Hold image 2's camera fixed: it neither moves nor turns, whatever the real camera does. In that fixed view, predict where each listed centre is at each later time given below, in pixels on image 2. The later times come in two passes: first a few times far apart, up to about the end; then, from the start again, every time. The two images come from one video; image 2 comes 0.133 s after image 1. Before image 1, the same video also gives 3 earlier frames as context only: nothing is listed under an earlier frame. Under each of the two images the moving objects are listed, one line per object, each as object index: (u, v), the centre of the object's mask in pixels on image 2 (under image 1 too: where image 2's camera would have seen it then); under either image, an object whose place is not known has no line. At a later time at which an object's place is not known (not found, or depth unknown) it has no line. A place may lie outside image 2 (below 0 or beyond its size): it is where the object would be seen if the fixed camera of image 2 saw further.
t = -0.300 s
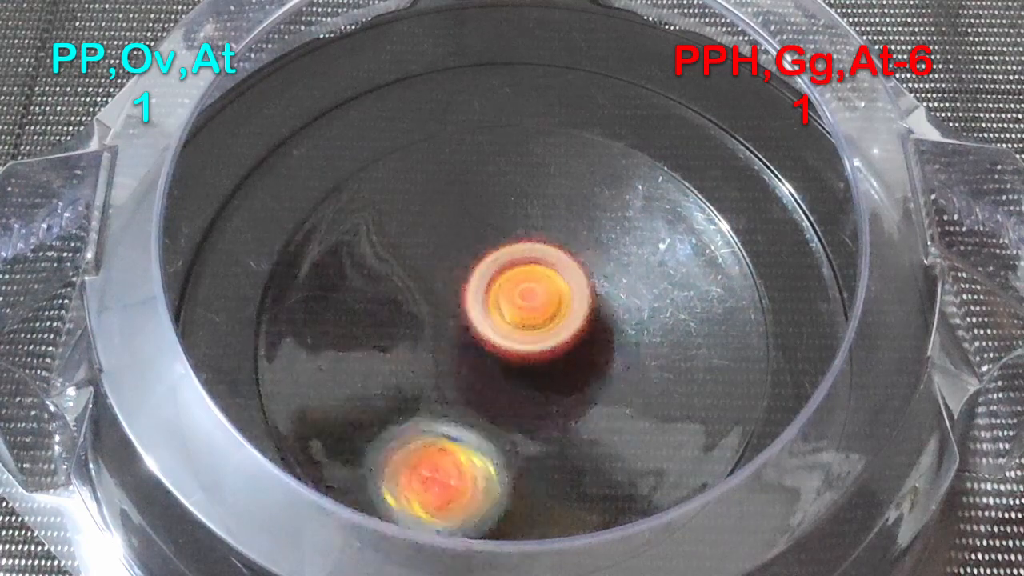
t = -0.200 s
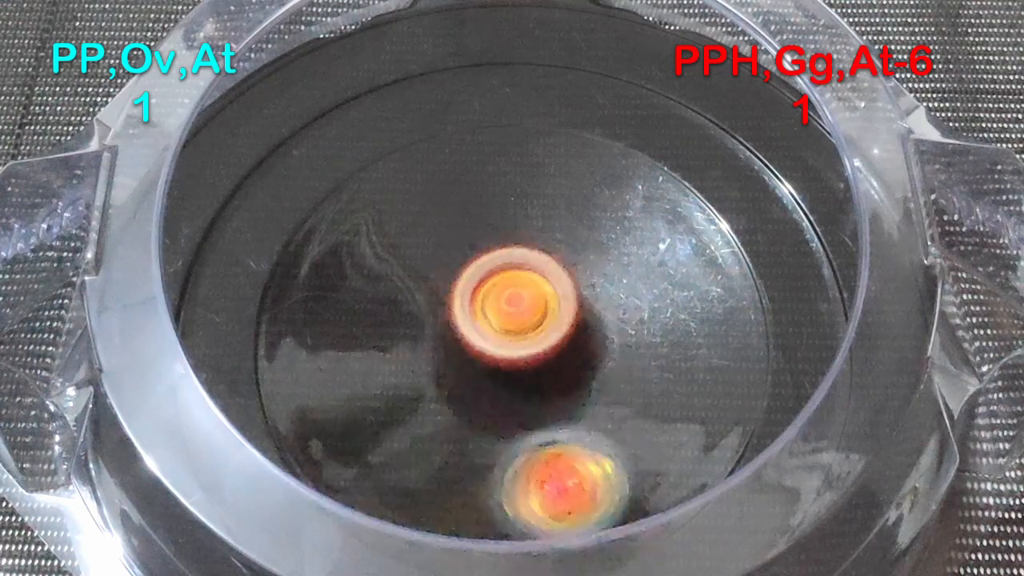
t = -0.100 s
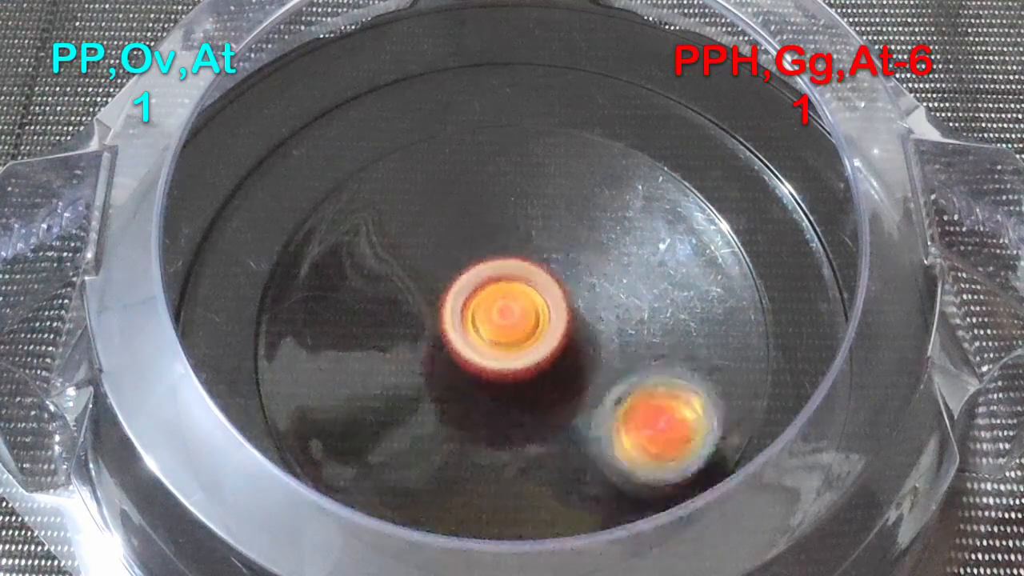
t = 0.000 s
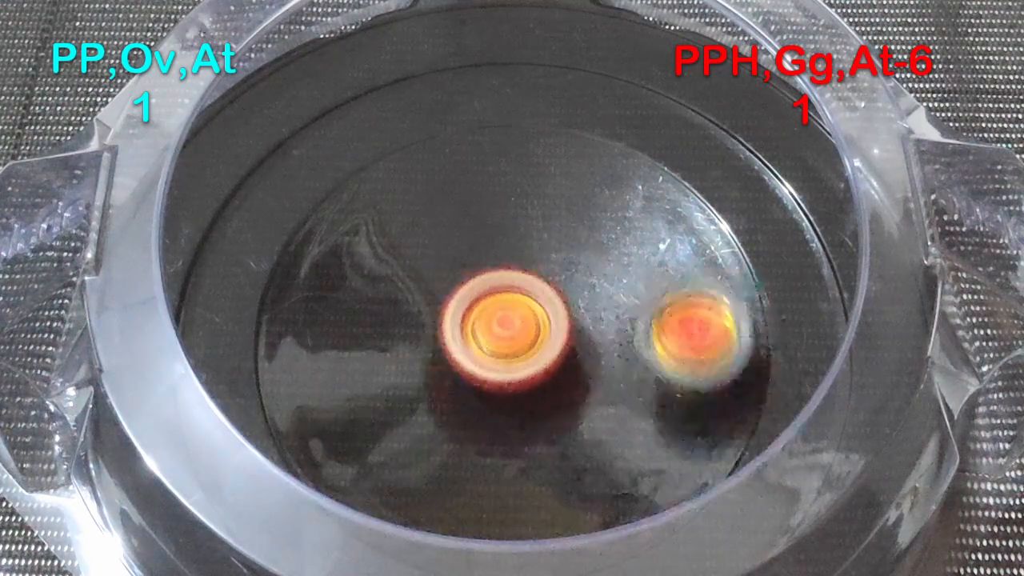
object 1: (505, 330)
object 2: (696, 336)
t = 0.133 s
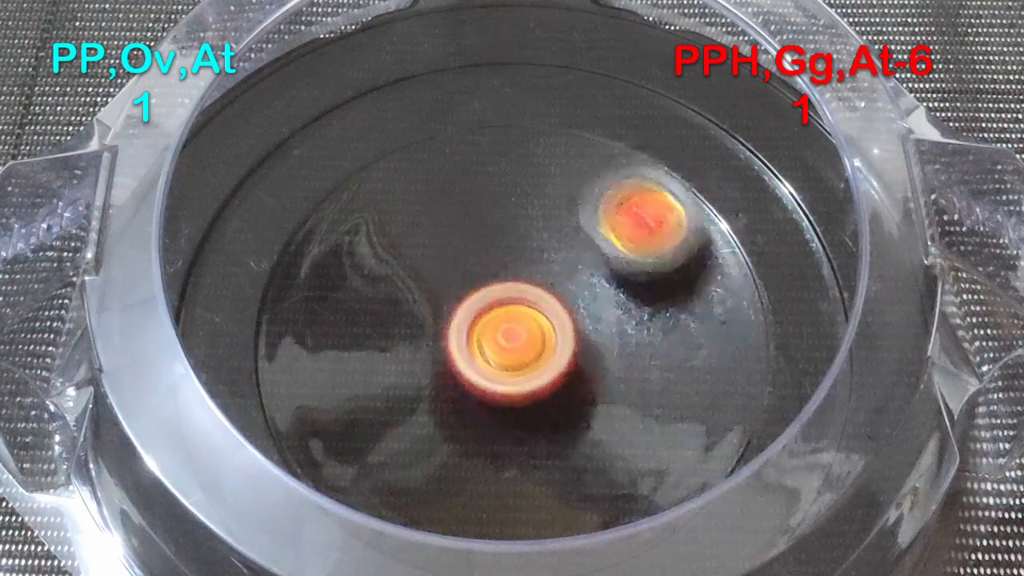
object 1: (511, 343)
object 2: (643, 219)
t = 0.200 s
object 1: (517, 345)
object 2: (586, 187)
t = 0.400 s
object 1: (524, 342)
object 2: (396, 215)
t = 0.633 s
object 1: (514, 335)
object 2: (395, 415)
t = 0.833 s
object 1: (502, 337)
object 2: (589, 426)
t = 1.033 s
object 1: (498, 344)
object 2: (611, 273)
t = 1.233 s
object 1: (495, 351)
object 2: (473, 218)
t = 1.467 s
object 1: (532, 360)
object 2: (395, 302)
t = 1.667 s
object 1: (590, 358)
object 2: (402, 310)
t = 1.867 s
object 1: (594, 331)
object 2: (415, 296)
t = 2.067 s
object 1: (569, 325)
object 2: (441, 286)
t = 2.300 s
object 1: (562, 339)
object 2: (432, 268)
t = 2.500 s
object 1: (542, 359)
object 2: (450, 261)
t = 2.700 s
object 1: (518, 383)
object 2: (494, 260)
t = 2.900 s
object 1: (496, 387)
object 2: (540, 268)
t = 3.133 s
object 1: (469, 376)
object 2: (587, 288)
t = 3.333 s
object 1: (455, 354)
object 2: (586, 318)
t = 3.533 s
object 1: (445, 329)
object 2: (577, 353)
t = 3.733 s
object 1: (446, 303)
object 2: (563, 390)
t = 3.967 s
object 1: (472, 281)
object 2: (524, 397)
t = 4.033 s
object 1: (481, 277)
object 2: (511, 395)
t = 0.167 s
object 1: (514, 345)
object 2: (614, 201)
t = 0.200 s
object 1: (517, 345)
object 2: (586, 187)
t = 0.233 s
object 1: (519, 345)
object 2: (554, 177)
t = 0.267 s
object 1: (521, 344)
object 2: (518, 173)
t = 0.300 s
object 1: (522, 344)
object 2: (484, 176)
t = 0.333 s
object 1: (523, 344)
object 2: (453, 184)
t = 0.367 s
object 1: (524, 344)
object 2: (423, 197)
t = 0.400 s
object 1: (524, 342)
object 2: (396, 215)
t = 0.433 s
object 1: (525, 340)
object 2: (374, 239)
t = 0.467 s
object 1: (524, 338)
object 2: (358, 267)
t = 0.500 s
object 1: (522, 337)
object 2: (350, 298)
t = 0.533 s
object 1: (519, 336)
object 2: (350, 328)
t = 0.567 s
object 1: (517, 336)
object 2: (359, 363)
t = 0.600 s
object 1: (516, 336)
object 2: (372, 389)
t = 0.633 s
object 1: (514, 335)
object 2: (395, 415)
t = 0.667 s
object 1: (512, 335)
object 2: (425, 437)
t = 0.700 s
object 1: (509, 334)
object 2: (456, 449)
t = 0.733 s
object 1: (507, 335)
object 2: (495, 453)
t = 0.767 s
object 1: (505, 335)
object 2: (527, 453)
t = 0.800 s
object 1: (504, 336)
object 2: (559, 444)
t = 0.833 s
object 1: (502, 337)
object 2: (589, 426)
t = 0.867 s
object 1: (501, 338)
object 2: (610, 406)
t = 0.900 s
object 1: (499, 340)
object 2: (626, 382)
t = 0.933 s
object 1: (498, 341)
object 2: (635, 355)
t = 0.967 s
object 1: (497, 343)
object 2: (634, 322)
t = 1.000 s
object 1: (498, 343)
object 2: (626, 298)
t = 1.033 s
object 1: (498, 344)
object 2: (611, 273)
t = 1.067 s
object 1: (499, 344)
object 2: (591, 257)
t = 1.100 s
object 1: (499, 344)
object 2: (565, 240)
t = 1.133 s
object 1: (497, 346)
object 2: (543, 229)
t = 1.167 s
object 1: (494, 349)
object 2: (520, 220)
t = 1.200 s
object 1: (495, 350)
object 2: (496, 216)
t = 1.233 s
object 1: (495, 351)
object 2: (473, 218)
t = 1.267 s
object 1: (497, 350)
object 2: (453, 226)
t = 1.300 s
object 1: (498, 350)
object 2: (434, 242)
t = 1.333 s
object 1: (502, 353)
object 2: (420, 255)
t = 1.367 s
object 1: (507, 356)
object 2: (408, 267)
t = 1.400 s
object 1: (513, 356)
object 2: (404, 283)
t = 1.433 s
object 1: (522, 359)
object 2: (398, 294)
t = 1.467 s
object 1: (532, 360)
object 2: (395, 302)
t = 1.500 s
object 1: (540, 359)
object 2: (397, 311)
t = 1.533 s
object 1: (545, 355)
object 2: (406, 320)
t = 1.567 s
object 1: (549, 353)
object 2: (415, 325)
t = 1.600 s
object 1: (565, 357)
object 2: (410, 319)
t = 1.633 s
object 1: (580, 360)
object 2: (405, 313)
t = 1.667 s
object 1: (590, 358)
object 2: (402, 310)
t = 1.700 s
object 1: (597, 352)
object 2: (400, 306)
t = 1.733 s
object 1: (601, 347)
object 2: (400, 303)
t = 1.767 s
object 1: (602, 342)
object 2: (402, 301)
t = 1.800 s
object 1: (601, 338)
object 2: (405, 299)
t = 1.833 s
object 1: (598, 335)
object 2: (410, 297)
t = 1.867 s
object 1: (594, 331)
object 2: (415, 296)
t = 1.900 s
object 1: (589, 329)
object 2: (421, 296)
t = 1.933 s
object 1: (584, 326)
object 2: (427, 294)
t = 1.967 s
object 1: (578, 325)
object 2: (434, 293)
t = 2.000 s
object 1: (571, 324)
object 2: (441, 292)
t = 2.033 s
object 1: (570, 325)
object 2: (442, 289)
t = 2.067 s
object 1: (569, 325)
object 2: (441, 286)
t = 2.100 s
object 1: (568, 324)
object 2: (442, 285)
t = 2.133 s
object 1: (571, 326)
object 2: (436, 280)
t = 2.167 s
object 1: (571, 326)
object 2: (433, 278)
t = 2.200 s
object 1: (568, 326)
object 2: (433, 277)
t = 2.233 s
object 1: (562, 327)
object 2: (436, 277)
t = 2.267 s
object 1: (559, 330)
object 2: (438, 277)
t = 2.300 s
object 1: (562, 339)
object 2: (432, 268)
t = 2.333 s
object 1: (562, 345)
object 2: (429, 263)
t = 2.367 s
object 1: (561, 349)
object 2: (429, 260)
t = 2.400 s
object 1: (558, 351)
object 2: (431, 258)
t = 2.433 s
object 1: (553, 354)
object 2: (435, 257)
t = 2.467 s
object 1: (547, 356)
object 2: (442, 259)
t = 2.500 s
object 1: (542, 359)
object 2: (450, 261)
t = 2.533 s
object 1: (536, 363)
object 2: (458, 263)
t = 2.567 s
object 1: (533, 370)
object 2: (465, 261)
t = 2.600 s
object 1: (531, 374)
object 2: (472, 260)
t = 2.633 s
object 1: (527, 377)
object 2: (478, 259)
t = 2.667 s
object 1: (523, 380)
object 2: (486, 259)
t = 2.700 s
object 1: (518, 383)
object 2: (494, 260)
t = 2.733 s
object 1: (514, 384)
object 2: (503, 261)
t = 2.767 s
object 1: (510, 386)
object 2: (510, 262)
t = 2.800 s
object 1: (507, 387)
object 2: (518, 263)
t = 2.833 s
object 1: (503, 388)
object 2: (525, 265)
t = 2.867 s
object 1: (500, 388)
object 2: (533, 266)
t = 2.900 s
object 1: (496, 387)
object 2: (540, 268)
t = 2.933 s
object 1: (493, 385)
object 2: (547, 272)
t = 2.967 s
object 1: (489, 384)
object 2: (553, 276)
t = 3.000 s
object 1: (486, 383)
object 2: (559, 280)
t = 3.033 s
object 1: (480, 382)
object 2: (568, 282)
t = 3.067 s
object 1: (476, 382)
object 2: (576, 283)
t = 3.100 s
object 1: (472, 380)
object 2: (582, 285)
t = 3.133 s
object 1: (469, 376)
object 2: (587, 288)
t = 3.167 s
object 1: (466, 374)
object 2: (590, 291)
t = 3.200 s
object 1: (464, 371)
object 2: (590, 296)
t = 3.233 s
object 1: (462, 367)
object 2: (590, 300)
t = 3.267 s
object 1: (461, 364)
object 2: (589, 306)
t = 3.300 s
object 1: (459, 359)
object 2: (586, 312)
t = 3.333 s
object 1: (455, 354)
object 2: (586, 318)
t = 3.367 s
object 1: (451, 349)
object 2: (587, 323)
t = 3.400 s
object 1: (448, 346)
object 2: (588, 329)
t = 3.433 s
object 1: (447, 342)
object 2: (586, 335)
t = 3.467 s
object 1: (446, 337)
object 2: (583, 342)
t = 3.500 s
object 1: (445, 333)
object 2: (581, 348)
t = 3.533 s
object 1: (445, 329)
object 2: (577, 353)
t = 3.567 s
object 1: (445, 324)
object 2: (572, 360)
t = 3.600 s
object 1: (444, 318)
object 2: (571, 367)
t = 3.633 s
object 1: (443, 314)
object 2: (570, 375)
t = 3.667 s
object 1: (443, 310)
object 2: (569, 381)
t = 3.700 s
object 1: (444, 307)
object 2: (566, 387)
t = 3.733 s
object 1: (446, 303)
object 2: (563, 390)
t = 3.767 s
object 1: (449, 299)
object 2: (559, 394)
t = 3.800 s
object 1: (452, 296)
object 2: (554, 396)
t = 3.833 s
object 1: (455, 292)
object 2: (549, 398)
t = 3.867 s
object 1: (459, 288)
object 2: (544, 399)
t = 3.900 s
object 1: (463, 285)
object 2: (538, 398)
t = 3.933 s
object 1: (467, 283)
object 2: (531, 398)
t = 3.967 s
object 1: (472, 281)
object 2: (524, 397)
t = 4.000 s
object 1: (476, 278)
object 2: (517, 396)
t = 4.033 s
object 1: (481, 277)
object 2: (511, 395)
